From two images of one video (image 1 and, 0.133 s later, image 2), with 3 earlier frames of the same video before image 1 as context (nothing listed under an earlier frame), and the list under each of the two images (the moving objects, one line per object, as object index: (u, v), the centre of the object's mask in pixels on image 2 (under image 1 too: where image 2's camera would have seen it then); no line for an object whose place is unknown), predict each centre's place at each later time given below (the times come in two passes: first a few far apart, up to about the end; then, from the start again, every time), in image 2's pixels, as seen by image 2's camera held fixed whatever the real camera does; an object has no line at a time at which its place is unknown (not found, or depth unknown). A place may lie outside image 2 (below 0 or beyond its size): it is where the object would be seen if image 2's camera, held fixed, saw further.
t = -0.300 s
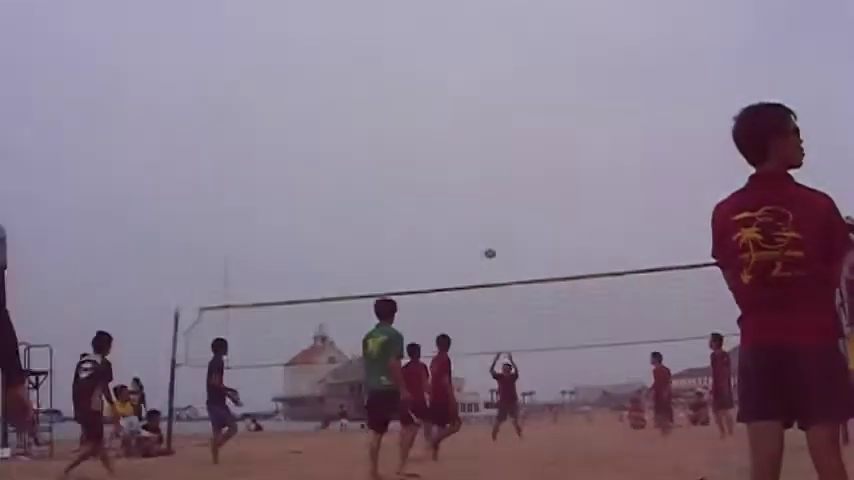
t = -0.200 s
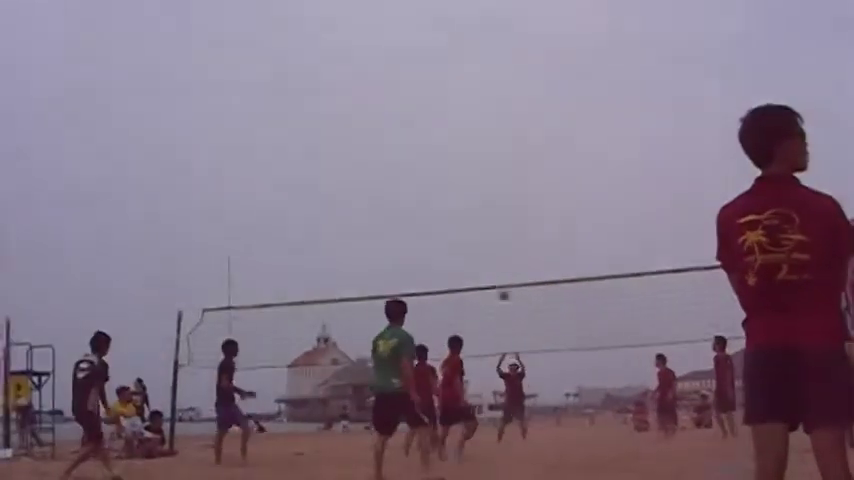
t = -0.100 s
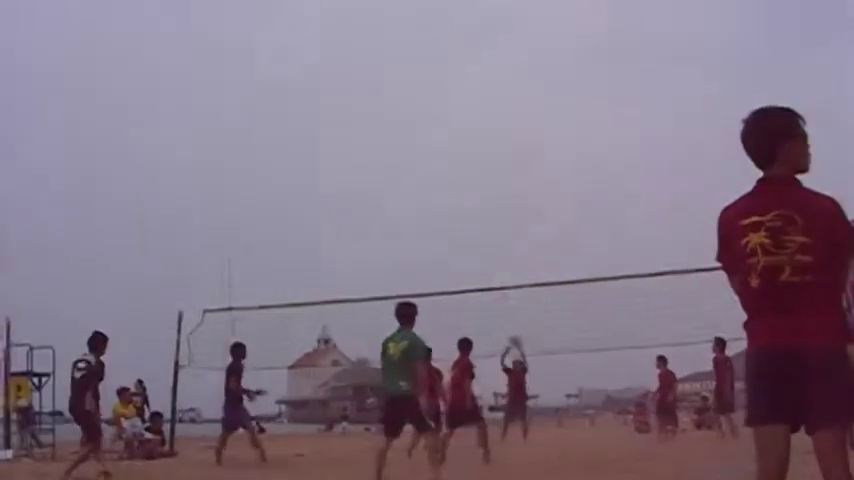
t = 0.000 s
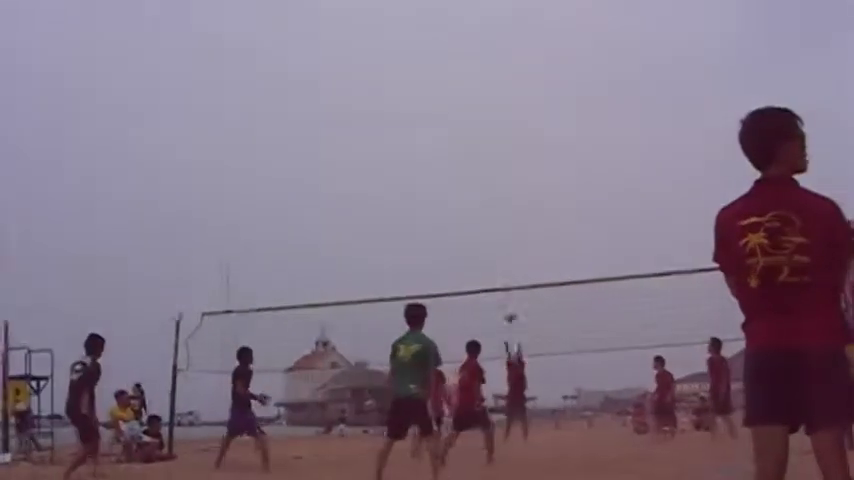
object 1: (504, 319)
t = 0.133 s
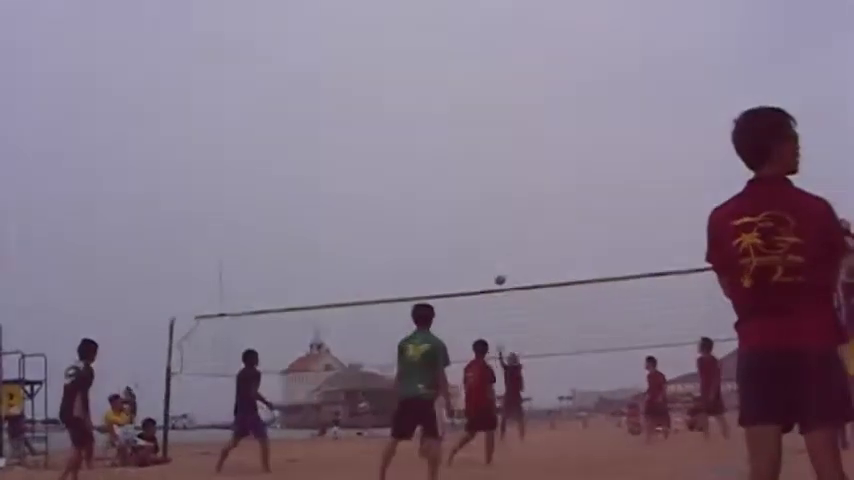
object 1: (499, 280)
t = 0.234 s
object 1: (498, 257)
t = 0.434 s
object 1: (497, 224)
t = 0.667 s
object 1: (498, 213)
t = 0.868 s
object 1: (504, 224)
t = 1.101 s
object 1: (515, 268)
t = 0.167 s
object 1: (499, 272)
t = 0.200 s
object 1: (498, 264)
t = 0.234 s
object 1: (498, 257)
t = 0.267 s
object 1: (497, 250)
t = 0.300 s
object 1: (497, 244)
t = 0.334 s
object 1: (497, 238)
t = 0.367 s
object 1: (497, 233)
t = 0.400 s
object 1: (496, 229)
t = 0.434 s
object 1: (497, 224)
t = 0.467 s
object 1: (497, 221)
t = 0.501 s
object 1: (497, 218)
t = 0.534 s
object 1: (497, 216)
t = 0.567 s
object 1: (497, 214)
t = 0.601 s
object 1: (498, 213)
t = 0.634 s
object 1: (498, 213)
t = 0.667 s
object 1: (498, 213)
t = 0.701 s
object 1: (499, 213)
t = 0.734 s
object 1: (500, 214)
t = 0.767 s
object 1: (501, 215)
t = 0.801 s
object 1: (502, 218)
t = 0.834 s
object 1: (503, 221)
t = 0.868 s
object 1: (504, 224)
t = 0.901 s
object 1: (506, 228)
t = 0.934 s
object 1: (507, 233)
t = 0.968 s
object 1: (508, 239)
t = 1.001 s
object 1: (510, 244)
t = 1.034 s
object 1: (511, 252)
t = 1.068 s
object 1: (514, 259)
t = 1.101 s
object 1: (515, 268)
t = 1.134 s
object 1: (516, 276)
